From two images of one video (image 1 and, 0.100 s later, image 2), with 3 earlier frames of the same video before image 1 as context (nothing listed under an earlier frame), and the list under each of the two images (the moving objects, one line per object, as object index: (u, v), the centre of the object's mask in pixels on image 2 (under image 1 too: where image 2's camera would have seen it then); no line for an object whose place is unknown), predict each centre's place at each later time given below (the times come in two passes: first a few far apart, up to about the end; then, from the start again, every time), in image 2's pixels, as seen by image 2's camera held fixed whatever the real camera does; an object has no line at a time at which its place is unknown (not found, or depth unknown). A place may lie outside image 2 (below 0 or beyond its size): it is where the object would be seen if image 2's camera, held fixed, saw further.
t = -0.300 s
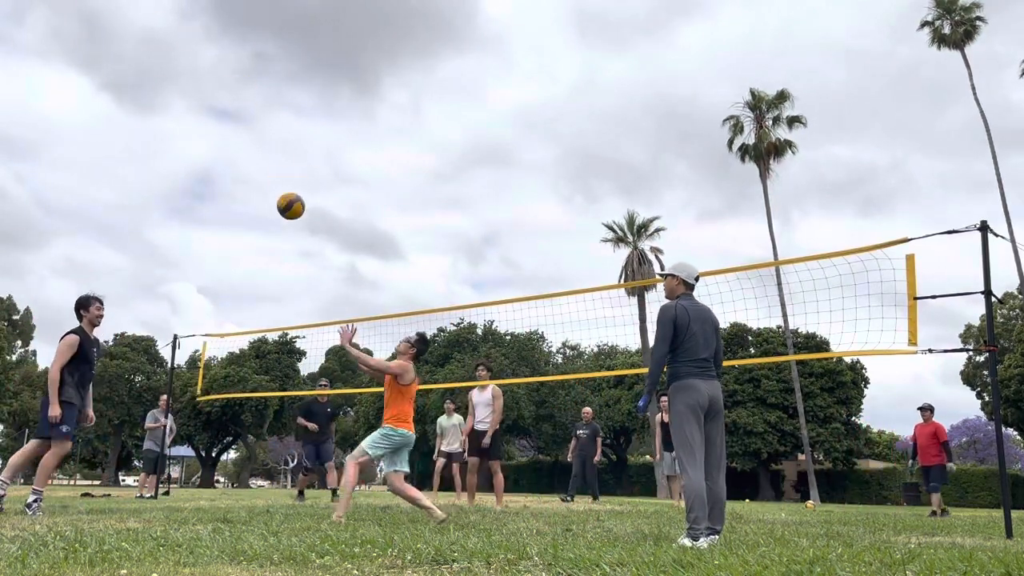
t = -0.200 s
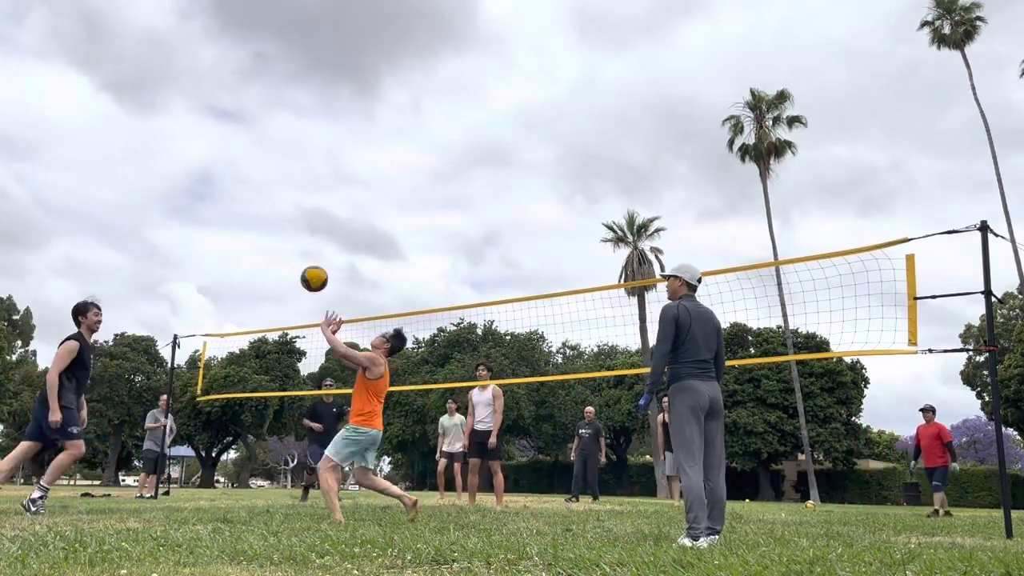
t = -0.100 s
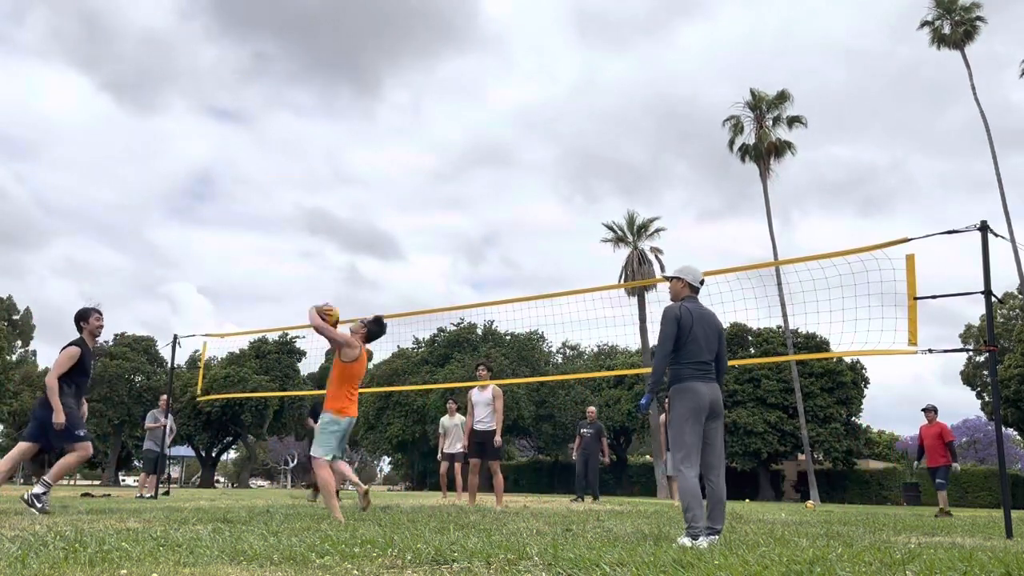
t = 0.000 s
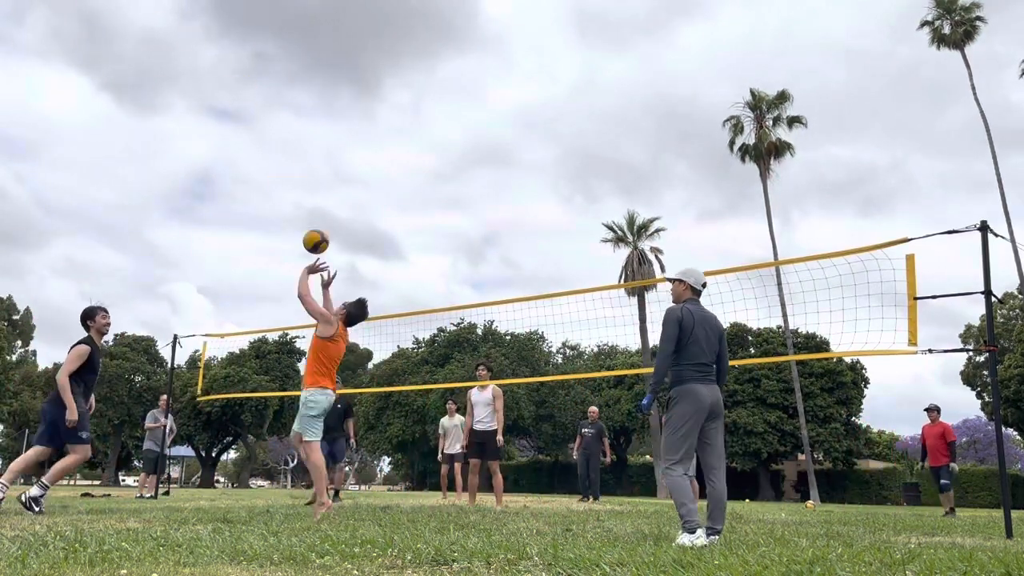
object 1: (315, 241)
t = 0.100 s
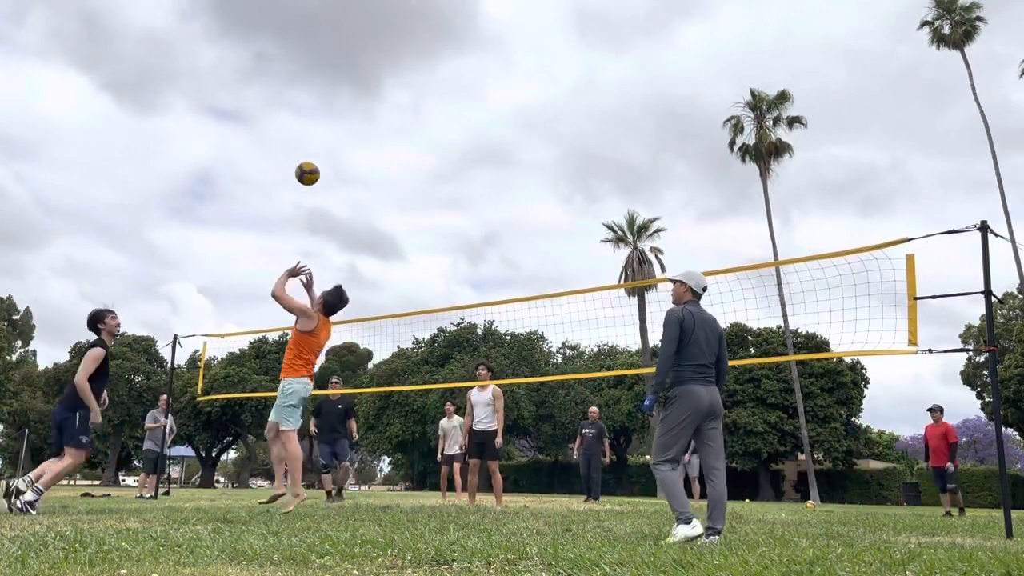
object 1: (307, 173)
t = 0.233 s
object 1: (296, 108)
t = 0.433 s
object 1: (280, 55)
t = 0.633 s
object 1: (264, 43)
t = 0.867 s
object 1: (244, 69)
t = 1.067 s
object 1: (227, 120)
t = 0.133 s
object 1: (304, 155)
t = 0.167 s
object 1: (302, 138)
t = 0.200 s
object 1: (299, 122)
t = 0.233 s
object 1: (296, 108)
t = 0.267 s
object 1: (294, 96)
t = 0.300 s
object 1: (291, 85)
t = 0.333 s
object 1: (288, 76)
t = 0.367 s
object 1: (286, 68)
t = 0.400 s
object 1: (283, 61)
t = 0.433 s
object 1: (280, 55)
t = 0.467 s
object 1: (278, 50)
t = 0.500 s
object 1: (275, 47)
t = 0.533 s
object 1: (272, 44)
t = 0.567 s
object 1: (270, 42)
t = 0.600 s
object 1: (267, 42)
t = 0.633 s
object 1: (264, 43)
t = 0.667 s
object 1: (261, 44)
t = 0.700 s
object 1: (259, 46)
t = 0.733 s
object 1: (256, 49)
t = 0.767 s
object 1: (253, 53)
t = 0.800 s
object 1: (250, 57)
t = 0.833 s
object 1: (247, 63)
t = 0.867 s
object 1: (244, 69)
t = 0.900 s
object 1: (242, 75)
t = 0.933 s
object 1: (239, 83)
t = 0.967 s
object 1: (236, 92)
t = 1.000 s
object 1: (233, 100)
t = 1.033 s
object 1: (230, 110)
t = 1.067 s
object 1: (227, 120)
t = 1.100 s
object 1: (224, 131)
